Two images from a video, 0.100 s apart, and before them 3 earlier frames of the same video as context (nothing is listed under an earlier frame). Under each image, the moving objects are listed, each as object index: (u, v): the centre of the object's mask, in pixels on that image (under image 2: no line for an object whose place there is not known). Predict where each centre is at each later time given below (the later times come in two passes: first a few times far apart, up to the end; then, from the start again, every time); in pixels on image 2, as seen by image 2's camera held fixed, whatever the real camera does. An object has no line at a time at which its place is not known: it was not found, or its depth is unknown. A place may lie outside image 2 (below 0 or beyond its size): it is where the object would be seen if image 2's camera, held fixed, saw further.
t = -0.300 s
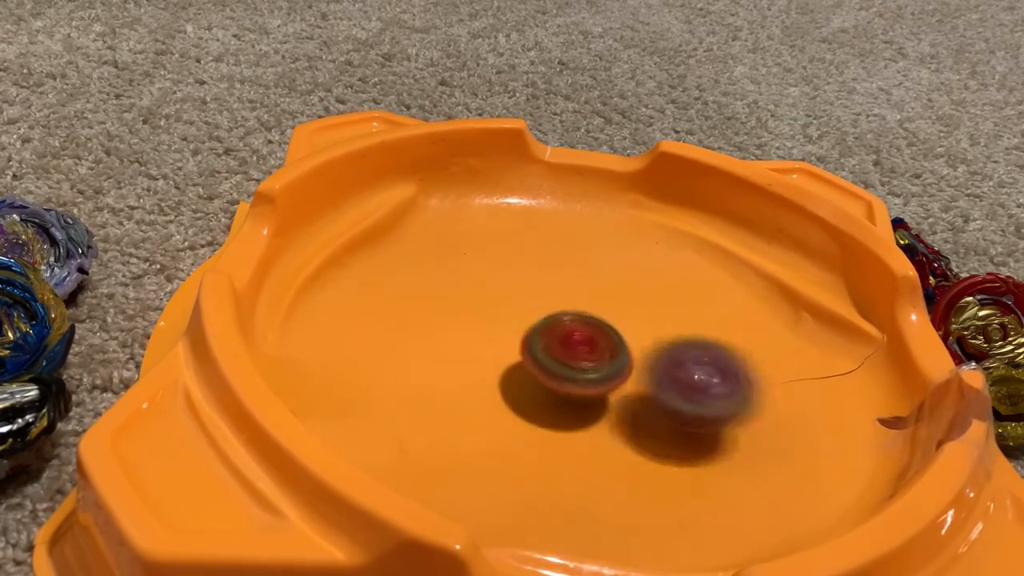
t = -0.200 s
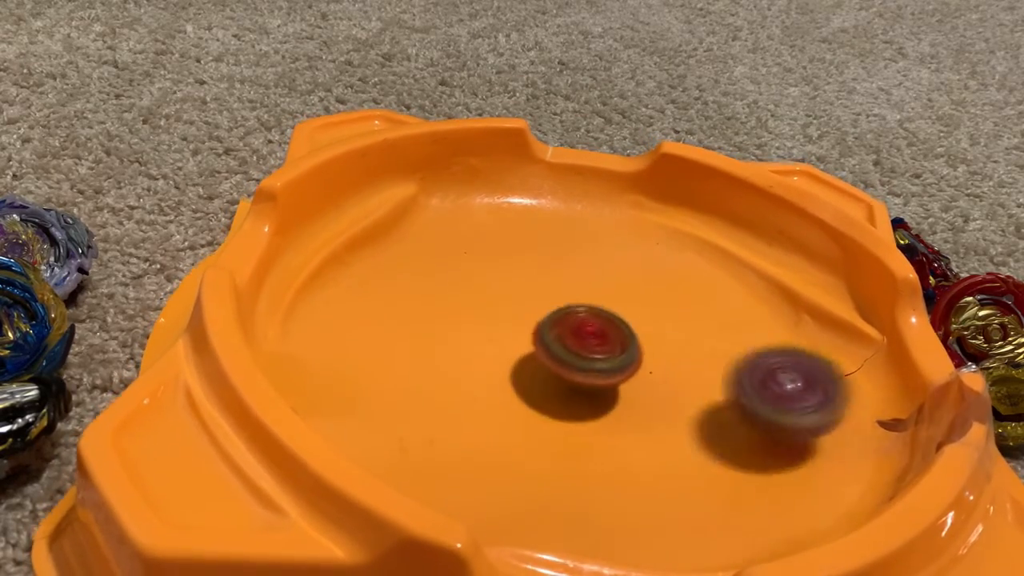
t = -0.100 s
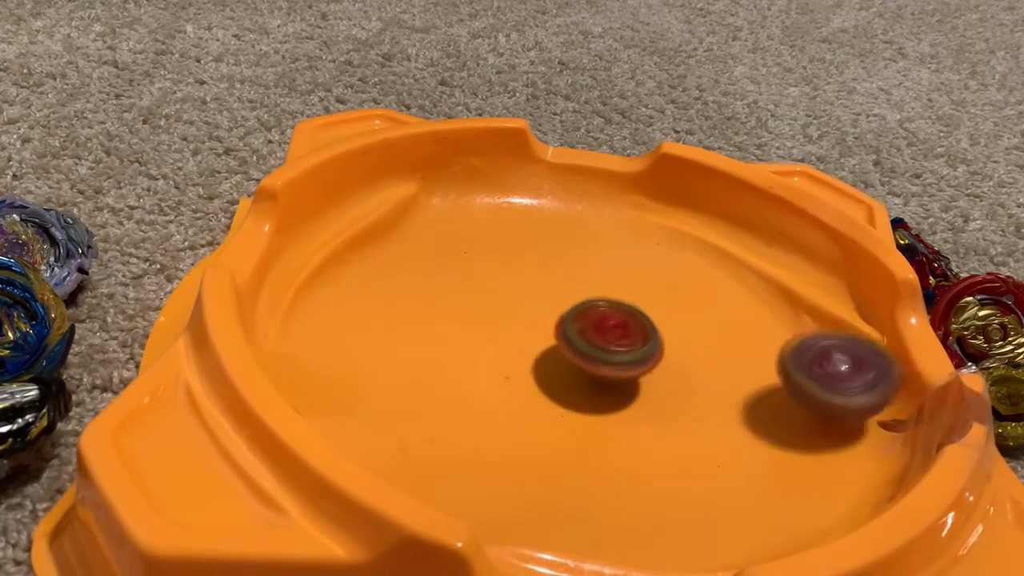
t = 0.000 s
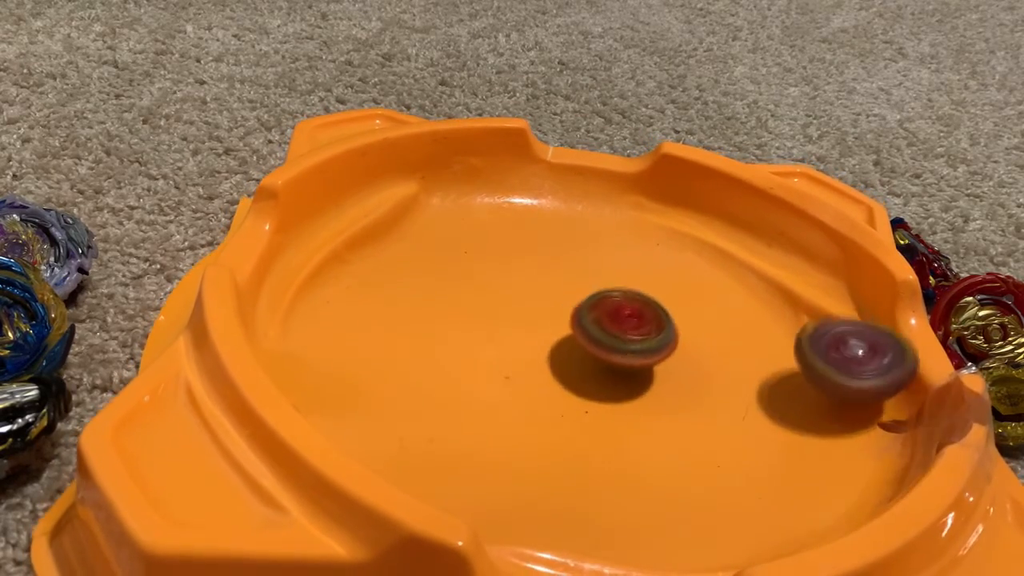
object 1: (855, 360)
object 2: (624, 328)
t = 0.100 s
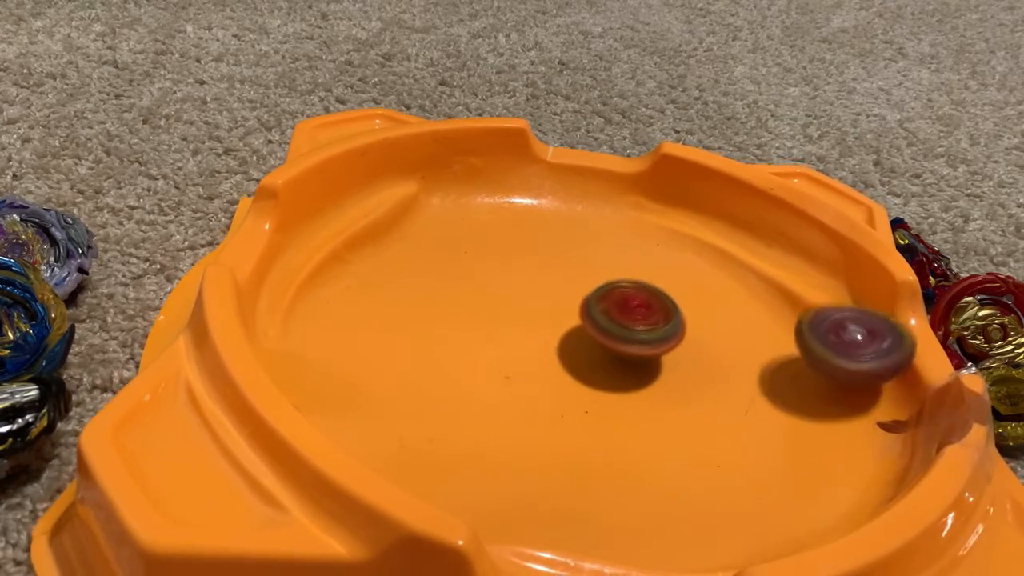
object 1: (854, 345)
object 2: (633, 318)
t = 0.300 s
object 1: (802, 345)
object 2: (641, 306)
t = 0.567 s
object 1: (739, 366)
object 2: (615, 297)
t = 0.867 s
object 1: (714, 398)
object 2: (543, 308)
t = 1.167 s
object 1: (663, 410)
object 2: (539, 351)
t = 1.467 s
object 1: (662, 406)
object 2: (553, 344)
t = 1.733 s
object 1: (636, 385)
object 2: (559, 317)
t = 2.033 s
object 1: (610, 381)
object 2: (558, 297)
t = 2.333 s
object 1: (588, 386)
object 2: (576, 303)
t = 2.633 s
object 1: (595, 395)
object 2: (633, 323)
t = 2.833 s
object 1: (581, 376)
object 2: (667, 332)
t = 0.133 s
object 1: (849, 341)
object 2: (635, 316)
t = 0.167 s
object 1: (842, 344)
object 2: (637, 313)
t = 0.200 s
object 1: (832, 345)
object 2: (640, 311)
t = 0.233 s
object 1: (822, 345)
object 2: (641, 310)
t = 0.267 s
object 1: (813, 345)
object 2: (642, 308)
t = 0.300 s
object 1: (802, 345)
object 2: (641, 306)
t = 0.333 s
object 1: (786, 345)
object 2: (640, 305)
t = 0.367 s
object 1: (775, 345)
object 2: (639, 304)
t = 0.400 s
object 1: (765, 345)
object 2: (637, 304)
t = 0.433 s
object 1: (756, 345)
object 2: (636, 304)
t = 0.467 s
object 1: (746, 347)
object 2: (634, 304)
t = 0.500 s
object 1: (736, 348)
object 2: (632, 305)
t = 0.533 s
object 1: (737, 355)
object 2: (624, 301)
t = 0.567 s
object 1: (739, 366)
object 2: (615, 297)
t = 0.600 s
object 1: (737, 372)
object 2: (607, 296)
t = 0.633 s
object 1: (737, 376)
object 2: (600, 294)
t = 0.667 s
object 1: (735, 380)
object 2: (592, 294)
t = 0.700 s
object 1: (732, 384)
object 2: (583, 295)
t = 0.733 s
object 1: (729, 389)
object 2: (574, 297)
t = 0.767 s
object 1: (726, 393)
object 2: (566, 299)
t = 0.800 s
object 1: (724, 395)
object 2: (558, 301)
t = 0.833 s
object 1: (719, 396)
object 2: (550, 304)
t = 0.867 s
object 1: (714, 398)
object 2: (543, 308)
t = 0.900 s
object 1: (709, 399)
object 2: (538, 313)
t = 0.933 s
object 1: (702, 401)
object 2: (535, 318)
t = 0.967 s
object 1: (691, 402)
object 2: (533, 325)
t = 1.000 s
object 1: (681, 401)
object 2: (534, 331)
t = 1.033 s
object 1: (671, 401)
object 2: (536, 338)
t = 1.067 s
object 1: (663, 400)
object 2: (539, 345)
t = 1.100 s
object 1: (656, 399)
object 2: (542, 351)
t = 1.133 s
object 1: (662, 406)
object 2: (537, 350)
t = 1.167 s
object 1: (663, 410)
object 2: (539, 351)
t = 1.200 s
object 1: (662, 411)
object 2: (540, 353)
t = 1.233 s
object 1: (658, 411)
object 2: (543, 355)
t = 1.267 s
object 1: (655, 411)
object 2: (546, 356)
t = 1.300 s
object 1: (655, 411)
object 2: (547, 356)
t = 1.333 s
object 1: (658, 413)
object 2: (549, 353)
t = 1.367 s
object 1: (662, 413)
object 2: (550, 351)
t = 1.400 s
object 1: (664, 411)
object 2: (551, 348)
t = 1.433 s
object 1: (663, 409)
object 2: (552, 346)
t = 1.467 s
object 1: (662, 406)
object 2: (553, 344)
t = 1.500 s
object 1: (657, 401)
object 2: (554, 341)
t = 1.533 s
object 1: (653, 398)
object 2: (555, 339)
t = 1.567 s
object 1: (650, 394)
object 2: (555, 336)
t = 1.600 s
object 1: (647, 393)
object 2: (555, 332)
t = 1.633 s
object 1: (646, 391)
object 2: (556, 328)
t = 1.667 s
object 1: (641, 387)
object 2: (557, 324)
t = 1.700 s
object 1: (640, 385)
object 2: (558, 320)
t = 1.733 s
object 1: (636, 385)
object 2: (559, 317)
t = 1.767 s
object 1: (635, 385)
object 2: (559, 314)
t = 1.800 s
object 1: (631, 382)
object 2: (560, 311)
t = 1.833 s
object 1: (628, 382)
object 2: (560, 309)
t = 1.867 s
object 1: (623, 379)
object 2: (559, 307)
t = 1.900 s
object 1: (619, 378)
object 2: (559, 306)
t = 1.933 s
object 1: (614, 376)
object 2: (559, 304)
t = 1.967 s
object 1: (613, 379)
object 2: (558, 301)
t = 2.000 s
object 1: (610, 380)
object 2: (558, 298)
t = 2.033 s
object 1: (610, 381)
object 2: (558, 297)
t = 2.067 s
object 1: (606, 382)
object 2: (558, 296)
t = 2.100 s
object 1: (605, 382)
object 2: (558, 296)
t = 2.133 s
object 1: (602, 382)
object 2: (559, 296)
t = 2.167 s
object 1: (600, 380)
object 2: (560, 297)
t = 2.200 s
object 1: (598, 380)
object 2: (562, 299)
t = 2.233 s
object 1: (594, 378)
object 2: (564, 301)
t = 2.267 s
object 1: (592, 377)
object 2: (567, 302)
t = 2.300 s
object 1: (588, 382)
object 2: (571, 302)
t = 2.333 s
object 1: (588, 386)
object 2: (576, 303)
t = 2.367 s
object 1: (590, 390)
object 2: (581, 305)
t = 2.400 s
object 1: (591, 392)
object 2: (586, 307)
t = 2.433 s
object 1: (592, 394)
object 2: (592, 309)
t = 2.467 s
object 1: (593, 397)
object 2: (598, 312)
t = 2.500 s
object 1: (594, 398)
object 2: (604, 314)
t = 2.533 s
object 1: (595, 398)
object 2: (611, 316)
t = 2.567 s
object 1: (596, 398)
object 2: (618, 319)
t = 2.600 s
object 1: (597, 396)
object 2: (625, 321)
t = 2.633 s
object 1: (595, 395)
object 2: (633, 323)
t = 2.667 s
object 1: (594, 393)
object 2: (640, 325)
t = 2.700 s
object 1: (593, 390)
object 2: (646, 327)
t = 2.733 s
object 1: (591, 386)
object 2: (652, 328)
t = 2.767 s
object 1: (590, 383)
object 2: (657, 330)
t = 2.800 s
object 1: (587, 379)
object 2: (662, 331)
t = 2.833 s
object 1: (581, 376)
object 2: (667, 332)
